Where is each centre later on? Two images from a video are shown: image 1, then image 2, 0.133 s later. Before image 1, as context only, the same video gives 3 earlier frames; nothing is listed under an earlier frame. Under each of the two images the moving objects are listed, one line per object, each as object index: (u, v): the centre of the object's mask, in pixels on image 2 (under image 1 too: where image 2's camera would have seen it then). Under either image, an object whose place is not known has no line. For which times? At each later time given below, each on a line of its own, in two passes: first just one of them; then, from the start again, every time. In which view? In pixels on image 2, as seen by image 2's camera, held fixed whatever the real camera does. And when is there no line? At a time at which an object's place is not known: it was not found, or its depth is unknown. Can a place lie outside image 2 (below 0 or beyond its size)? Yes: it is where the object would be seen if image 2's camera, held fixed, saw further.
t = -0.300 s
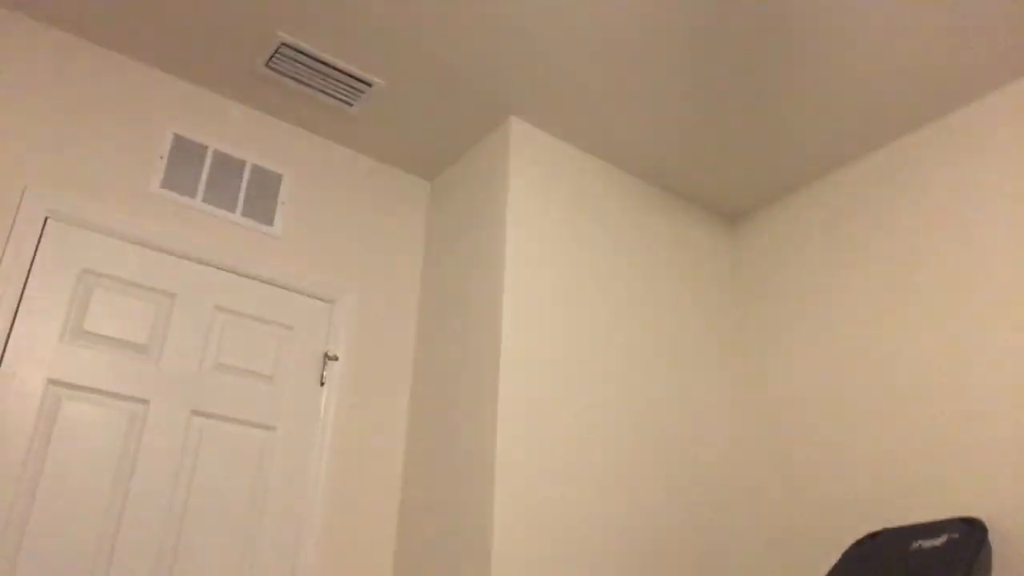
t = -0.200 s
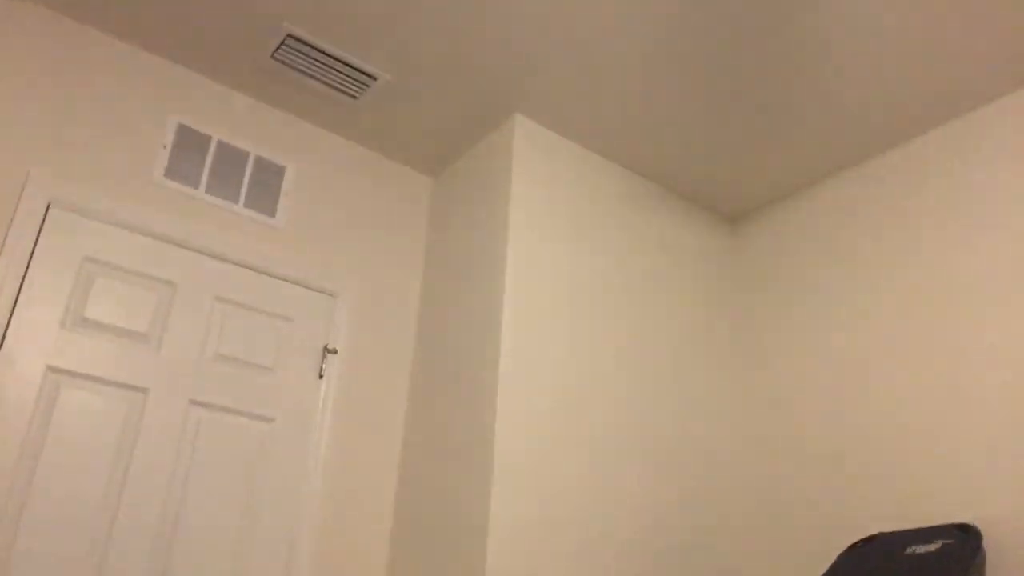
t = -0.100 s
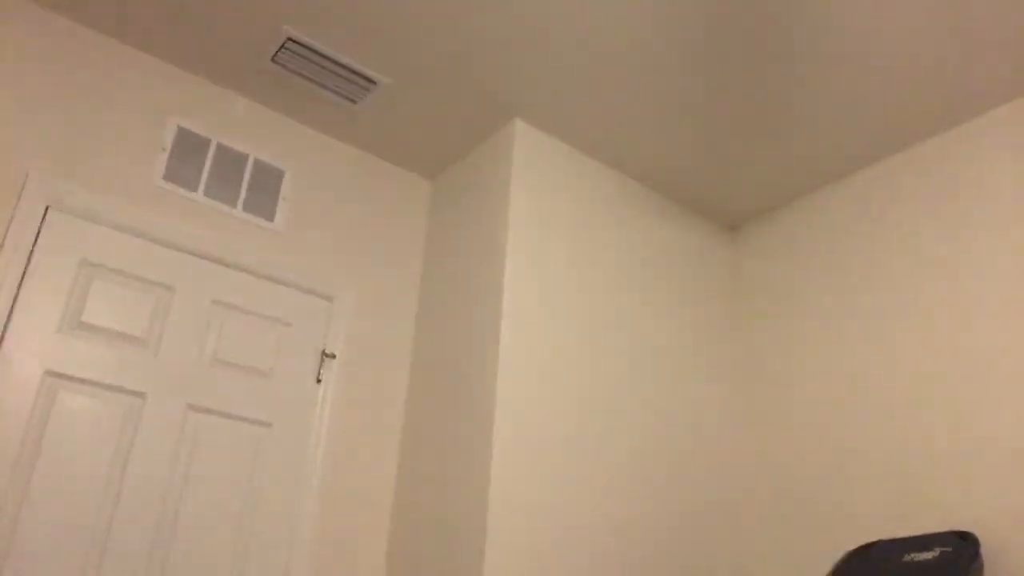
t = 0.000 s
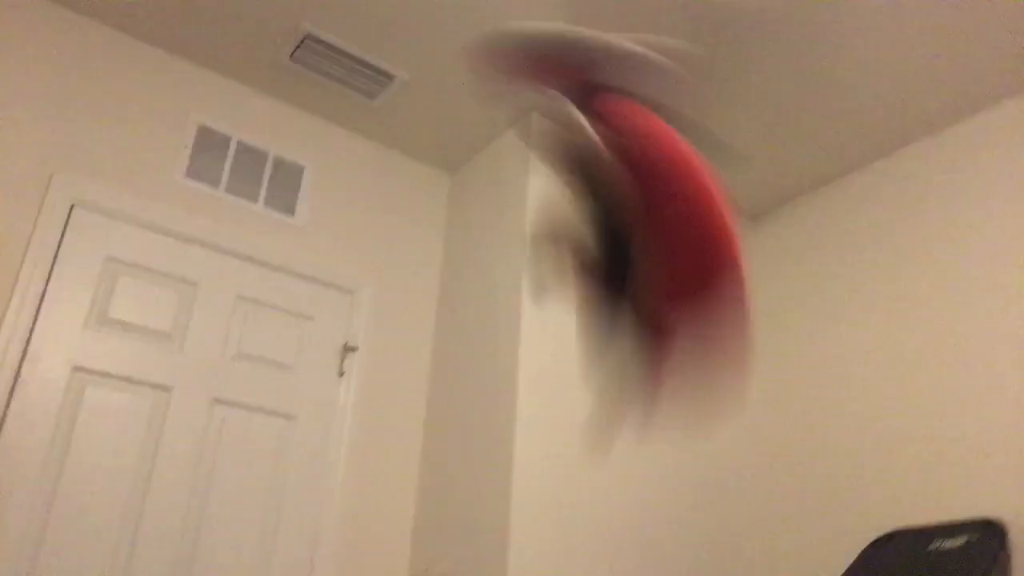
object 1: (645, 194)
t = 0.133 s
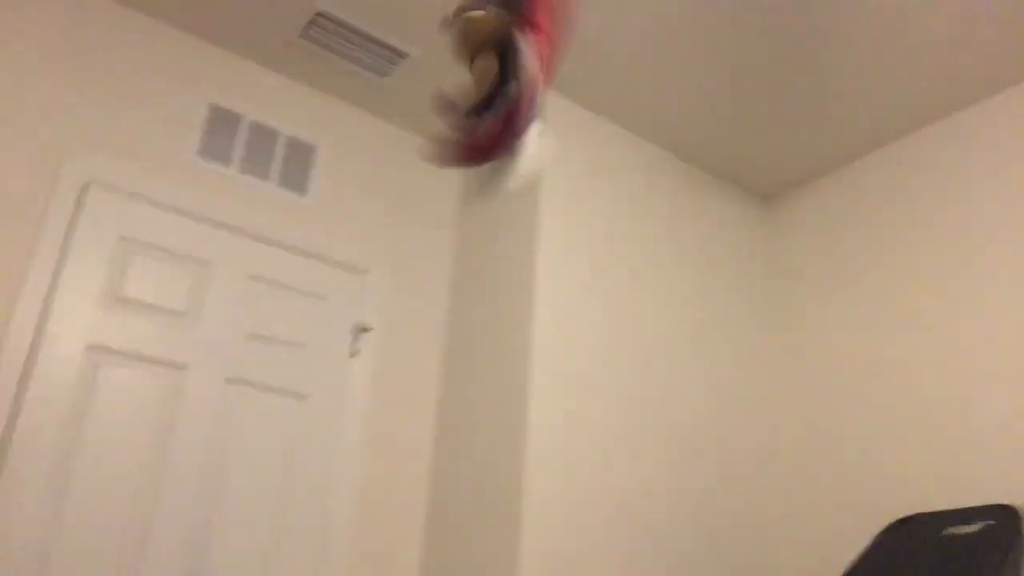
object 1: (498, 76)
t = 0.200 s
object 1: (470, 65)
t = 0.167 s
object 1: (483, 60)
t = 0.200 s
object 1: (470, 65)
